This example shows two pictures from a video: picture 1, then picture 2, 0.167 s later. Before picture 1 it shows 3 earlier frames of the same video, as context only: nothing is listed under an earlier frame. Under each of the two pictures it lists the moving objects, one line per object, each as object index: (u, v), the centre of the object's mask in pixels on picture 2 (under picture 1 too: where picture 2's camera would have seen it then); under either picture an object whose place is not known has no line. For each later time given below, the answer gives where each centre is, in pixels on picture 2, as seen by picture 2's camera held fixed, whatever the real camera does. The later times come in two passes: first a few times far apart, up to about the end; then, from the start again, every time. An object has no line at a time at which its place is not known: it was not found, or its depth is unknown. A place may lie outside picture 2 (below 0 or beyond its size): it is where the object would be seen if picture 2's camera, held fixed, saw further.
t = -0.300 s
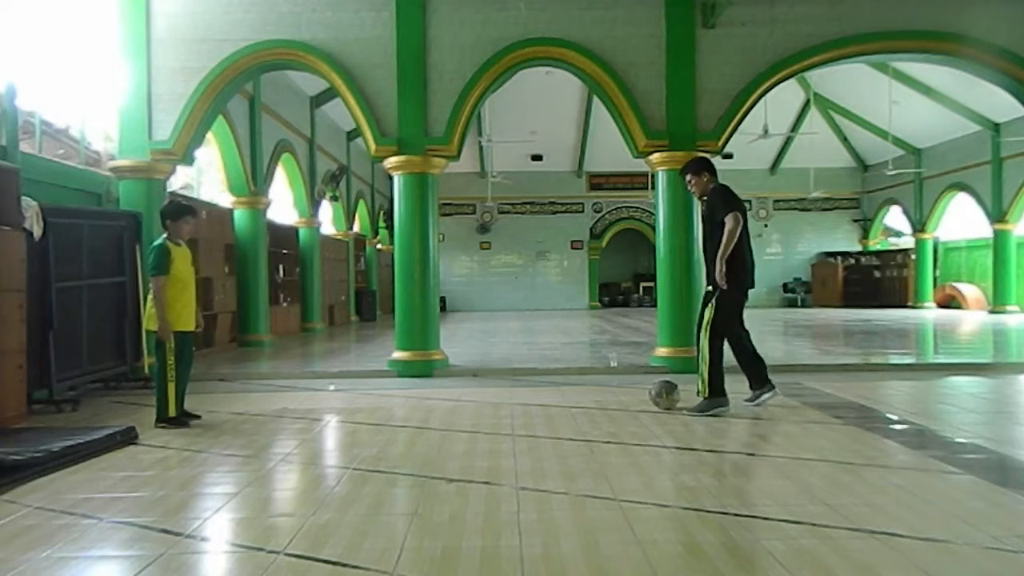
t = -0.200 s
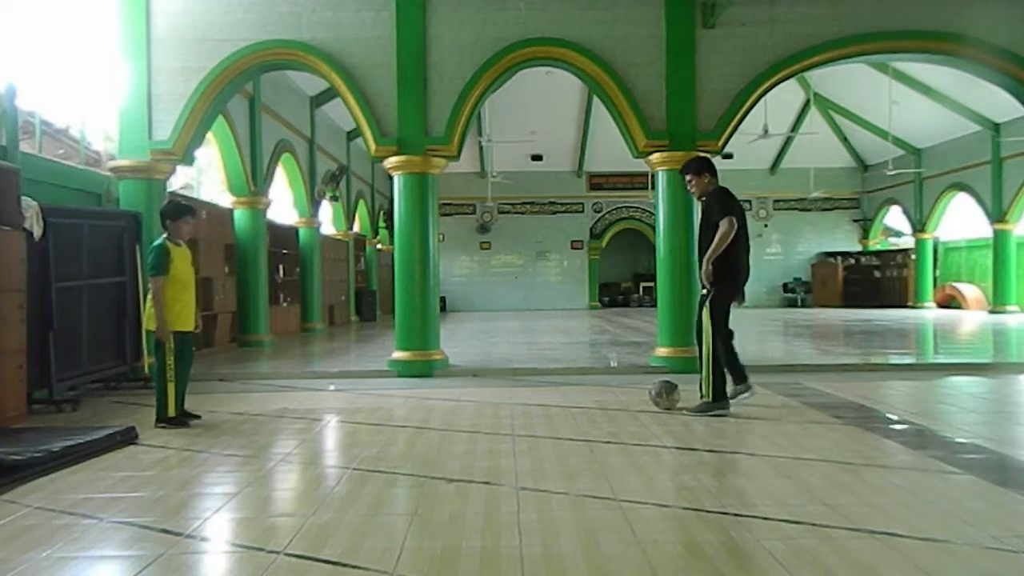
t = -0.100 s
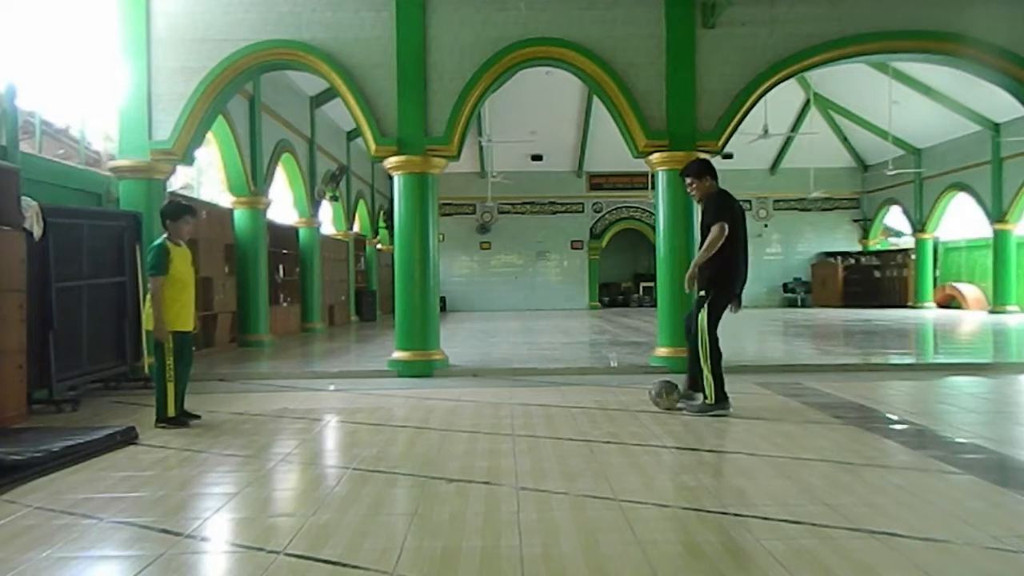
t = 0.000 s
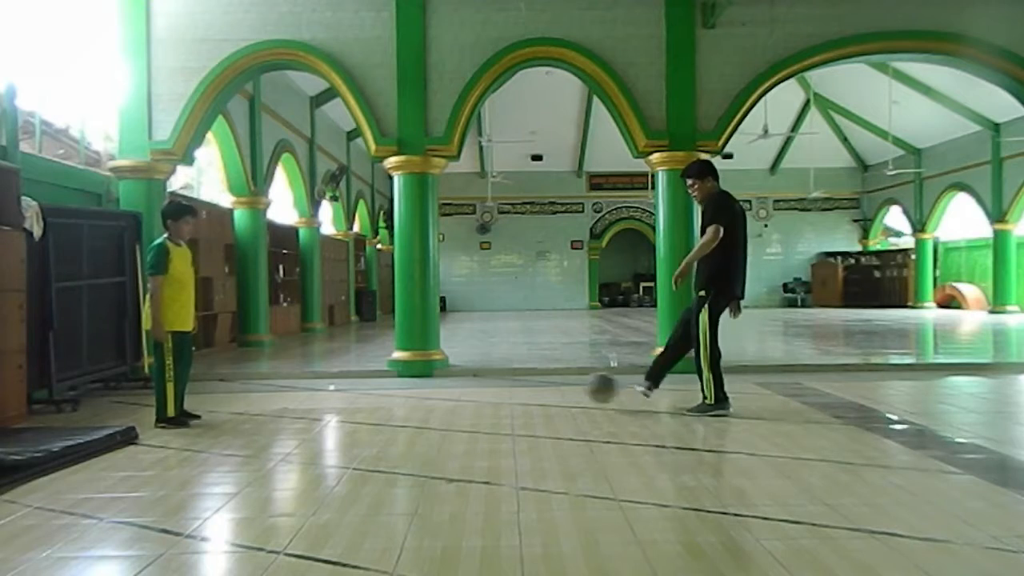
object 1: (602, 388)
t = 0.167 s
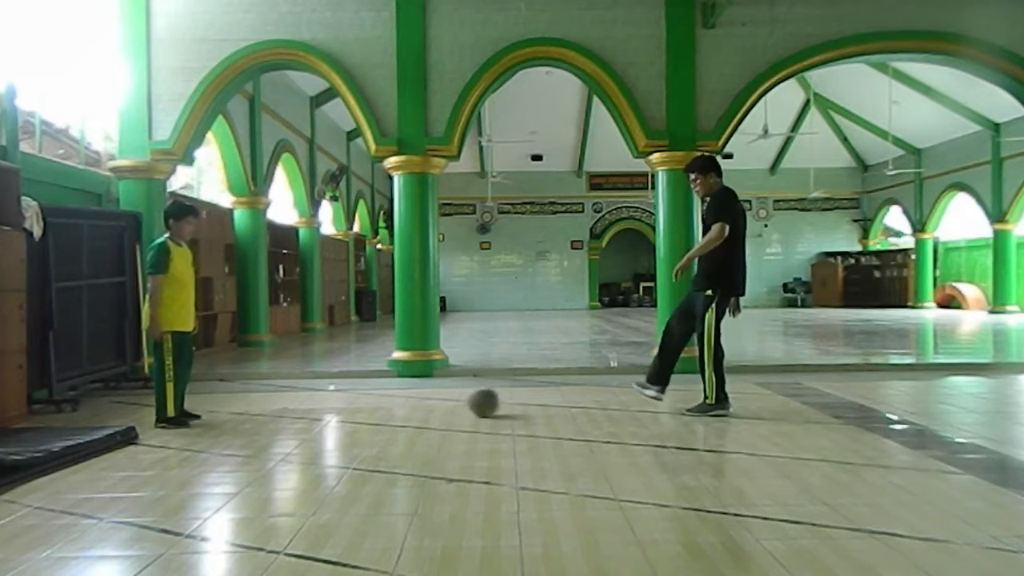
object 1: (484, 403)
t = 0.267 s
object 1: (443, 404)
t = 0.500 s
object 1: (347, 407)
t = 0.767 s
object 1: (247, 414)
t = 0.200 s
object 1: (470, 402)
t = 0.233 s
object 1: (456, 402)
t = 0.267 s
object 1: (443, 404)
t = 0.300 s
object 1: (428, 405)
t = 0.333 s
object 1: (413, 404)
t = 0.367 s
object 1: (400, 405)
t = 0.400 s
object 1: (386, 407)
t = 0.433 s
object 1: (374, 409)
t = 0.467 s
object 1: (360, 408)
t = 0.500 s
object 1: (347, 407)
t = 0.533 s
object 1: (334, 408)
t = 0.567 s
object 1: (320, 410)
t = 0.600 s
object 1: (308, 410)
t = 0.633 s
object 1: (295, 410)
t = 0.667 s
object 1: (283, 413)
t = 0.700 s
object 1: (271, 414)
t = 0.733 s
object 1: (259, 413)
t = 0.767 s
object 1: (247, 414)
